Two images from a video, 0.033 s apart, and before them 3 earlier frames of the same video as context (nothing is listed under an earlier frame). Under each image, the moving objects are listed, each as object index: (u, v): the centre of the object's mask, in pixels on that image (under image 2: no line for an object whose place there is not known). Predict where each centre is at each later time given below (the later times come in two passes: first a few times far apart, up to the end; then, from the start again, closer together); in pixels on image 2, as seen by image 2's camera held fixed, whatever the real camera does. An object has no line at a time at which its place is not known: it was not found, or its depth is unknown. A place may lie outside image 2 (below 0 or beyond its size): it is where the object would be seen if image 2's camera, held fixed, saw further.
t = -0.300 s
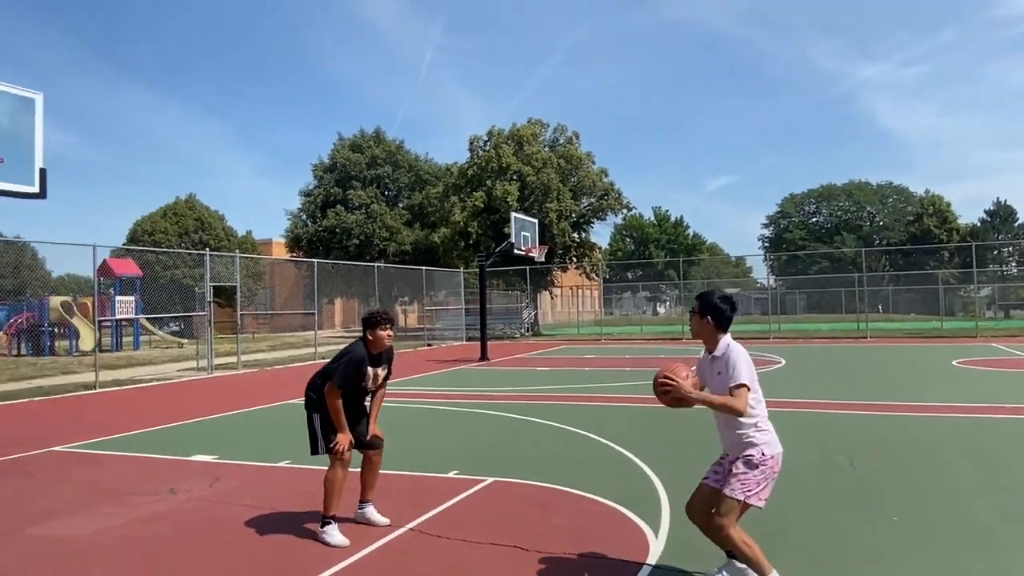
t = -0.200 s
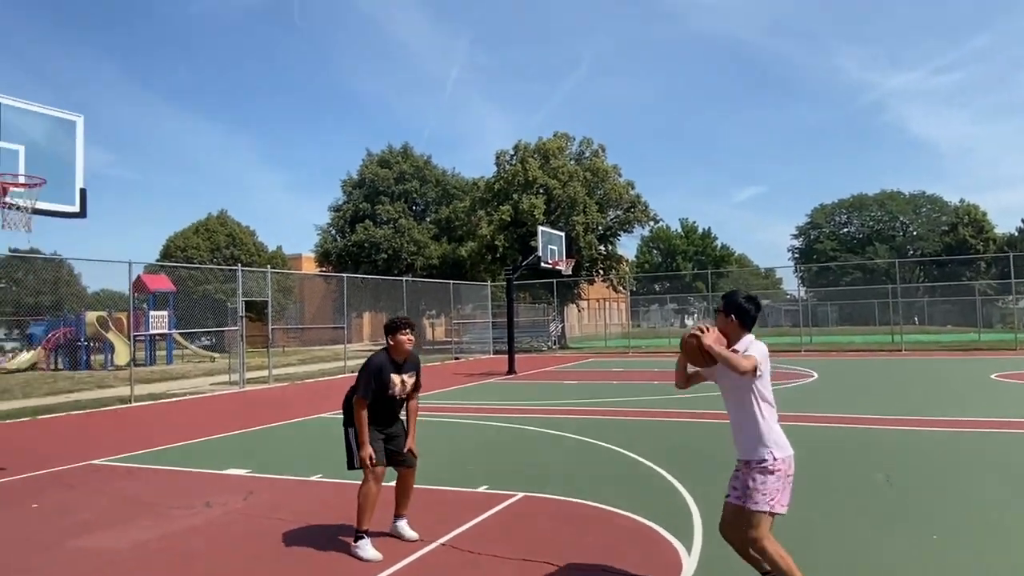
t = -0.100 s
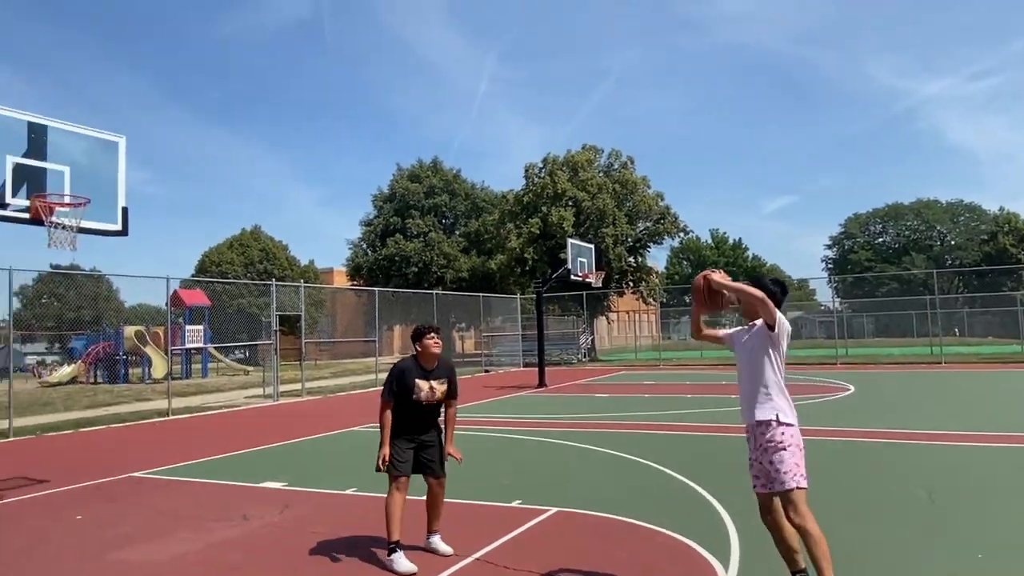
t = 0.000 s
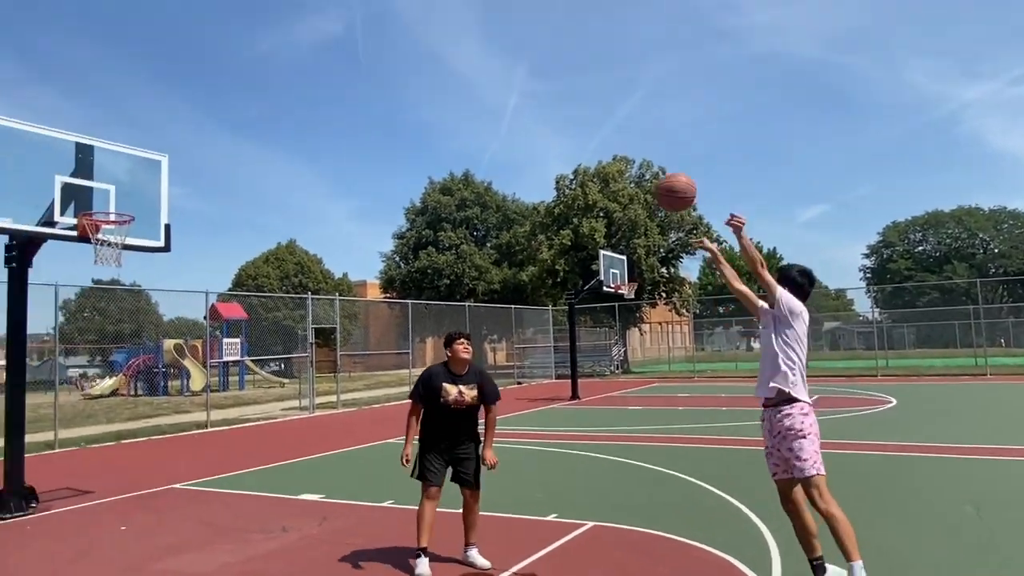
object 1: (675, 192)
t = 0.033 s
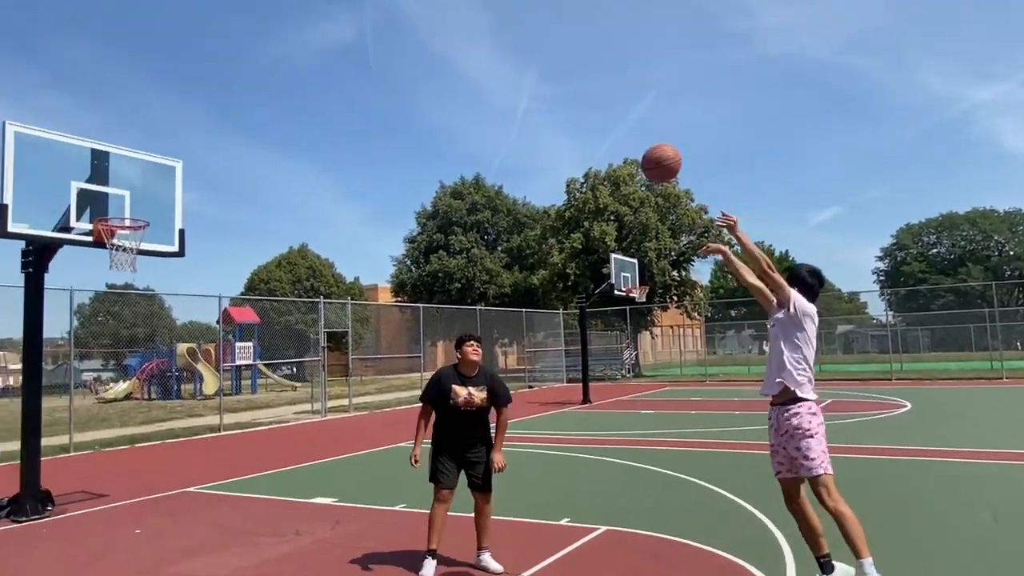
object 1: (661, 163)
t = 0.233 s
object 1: (527, 25)
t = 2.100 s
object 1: (328, 252)
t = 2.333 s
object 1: (386, 351)
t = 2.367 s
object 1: (394, 368)
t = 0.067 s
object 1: (636, 133)
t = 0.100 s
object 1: (613, 107)
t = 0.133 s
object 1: (590, 83)
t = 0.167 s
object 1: (568, 61)
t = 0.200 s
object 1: (547, 42)
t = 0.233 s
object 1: (527, 25)
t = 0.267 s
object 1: (507, 11)
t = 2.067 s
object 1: (319, 241)
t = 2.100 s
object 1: (328, 252)
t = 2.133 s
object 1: (337, 264)
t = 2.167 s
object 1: (346, 277)
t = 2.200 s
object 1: (354, 290)
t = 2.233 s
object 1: (363, 304)
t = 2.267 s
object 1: (371, 319)
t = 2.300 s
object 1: (378, 334)
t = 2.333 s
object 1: (386, 351)
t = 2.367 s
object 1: (394, 368)
